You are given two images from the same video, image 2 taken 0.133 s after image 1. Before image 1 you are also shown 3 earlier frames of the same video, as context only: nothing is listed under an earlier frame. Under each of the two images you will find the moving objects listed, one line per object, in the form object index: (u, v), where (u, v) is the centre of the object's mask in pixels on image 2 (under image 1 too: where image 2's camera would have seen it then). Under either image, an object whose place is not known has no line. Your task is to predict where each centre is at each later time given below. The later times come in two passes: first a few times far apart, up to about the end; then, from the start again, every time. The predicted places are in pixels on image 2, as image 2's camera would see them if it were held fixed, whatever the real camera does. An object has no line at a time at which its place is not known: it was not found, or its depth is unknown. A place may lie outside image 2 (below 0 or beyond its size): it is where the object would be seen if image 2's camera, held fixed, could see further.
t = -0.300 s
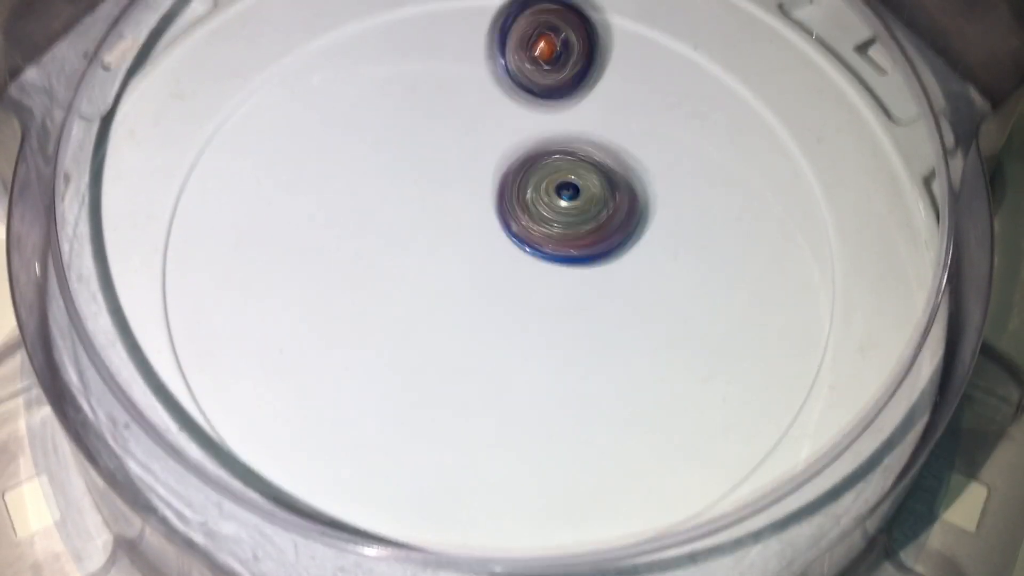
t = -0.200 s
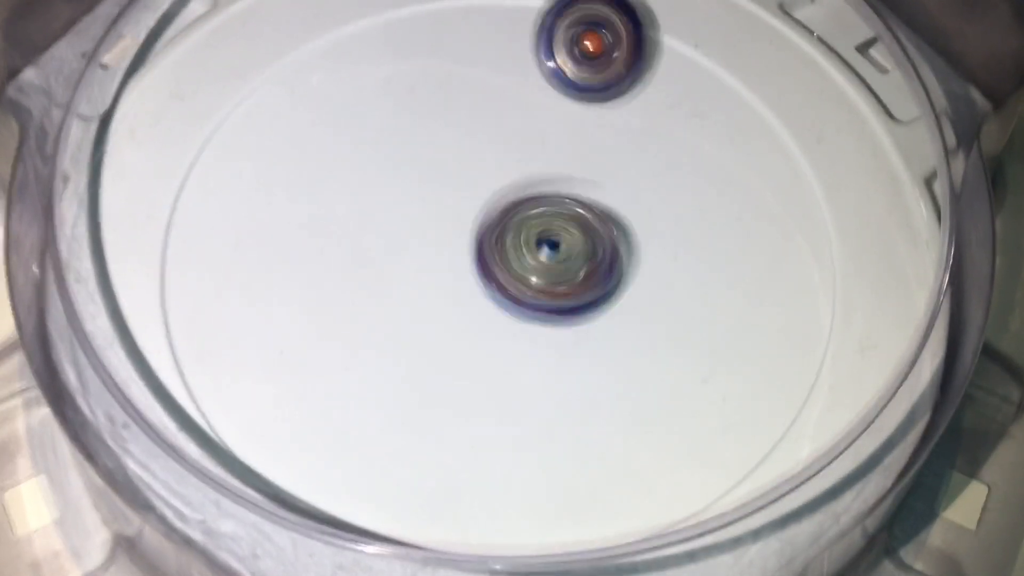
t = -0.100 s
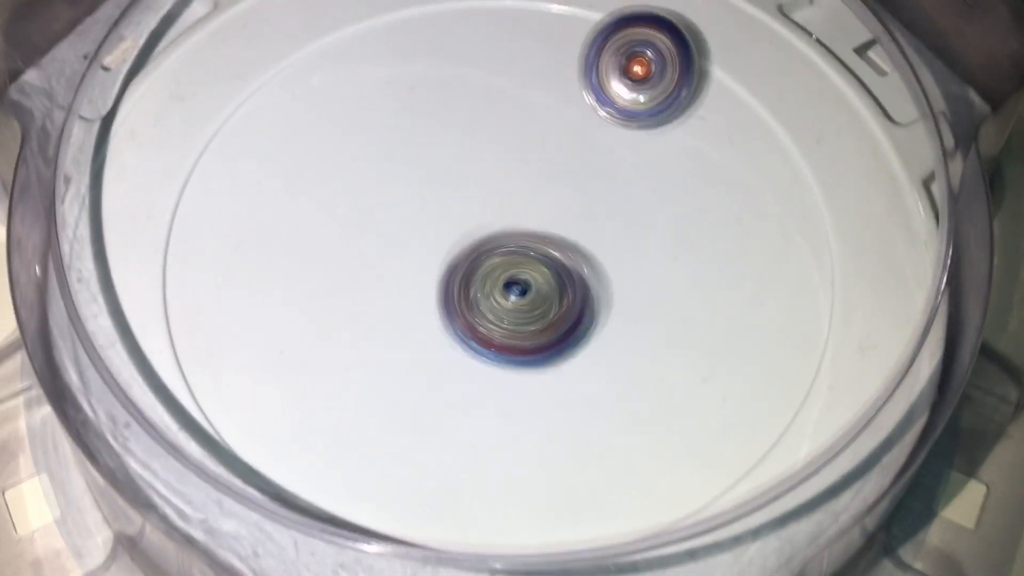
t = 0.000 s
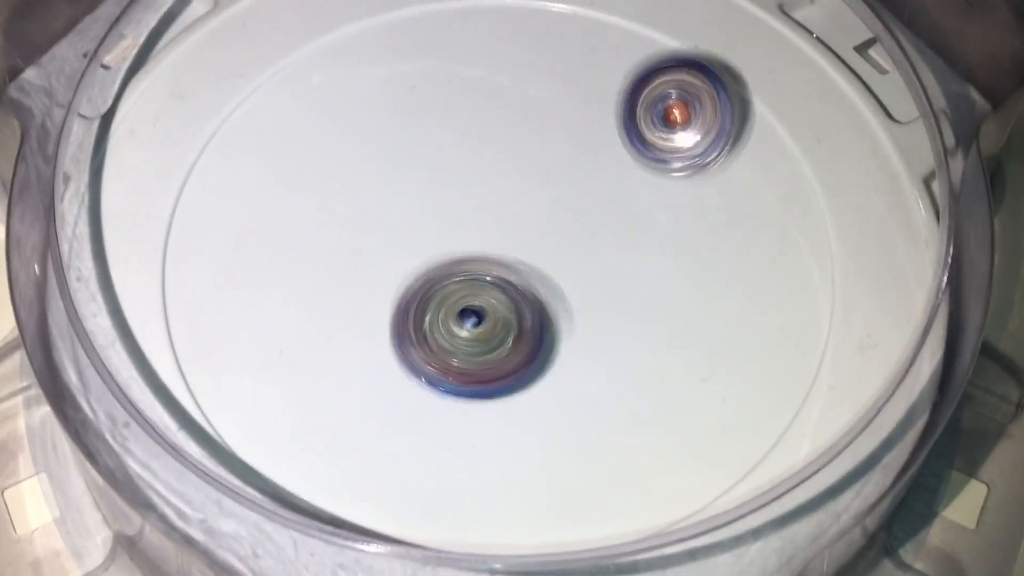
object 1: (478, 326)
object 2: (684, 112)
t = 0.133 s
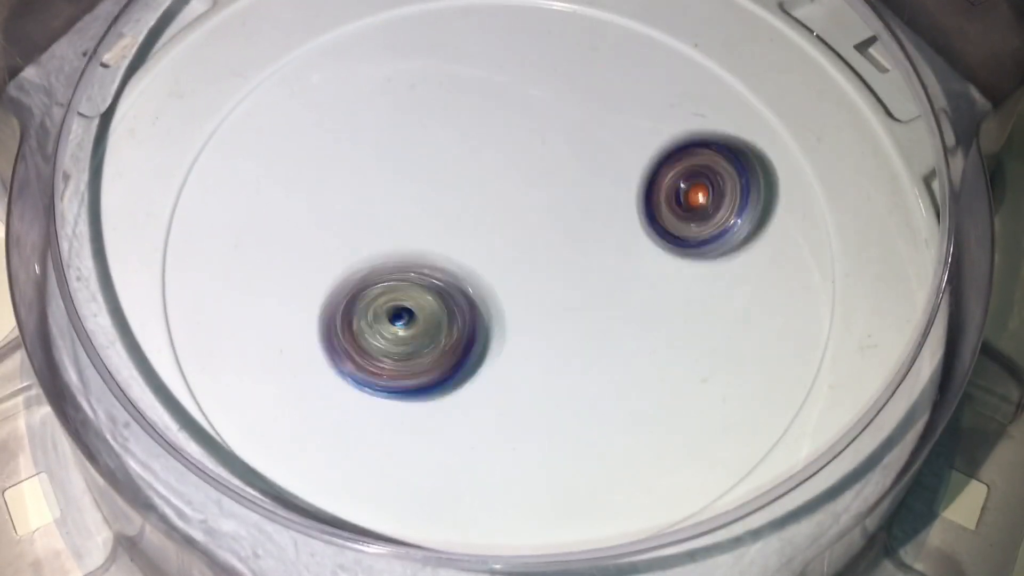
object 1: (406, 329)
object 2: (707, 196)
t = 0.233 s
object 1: (384, 291)
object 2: (700, 266)
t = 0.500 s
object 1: (490, 206)
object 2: (578, 406)
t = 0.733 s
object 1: (615, 210)
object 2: (430, 419)
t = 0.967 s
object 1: (613, 286)
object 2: (334, 311)
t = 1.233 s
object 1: (465, 258)
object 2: (351, 171)
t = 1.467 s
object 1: (452, 226)
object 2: (424, 85)
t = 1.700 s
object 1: (506, 231)
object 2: (541, 103)
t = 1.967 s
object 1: (523, 280)
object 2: (633, 216)
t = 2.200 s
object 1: (474, 269)
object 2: (618, 330)
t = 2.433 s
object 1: (481, 200)
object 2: (490, 397)
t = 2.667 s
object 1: (553, 214)
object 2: (348, 328)
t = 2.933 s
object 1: (509, 276)
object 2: (348, 183)
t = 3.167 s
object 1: (447, 237)
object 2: (472, 115)
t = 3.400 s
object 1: (497, 200)
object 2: (610, 149)
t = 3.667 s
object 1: (493, 259)
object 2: (636, 280)
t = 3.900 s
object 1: (433, 263)
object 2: (503, 364)
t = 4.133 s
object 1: (476, 218)
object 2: (366, 306)
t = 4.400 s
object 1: (560, 245)
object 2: (387, 177)
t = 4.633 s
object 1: (541, 290)
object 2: (516, 140)
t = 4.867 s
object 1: (481, 248)
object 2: (627, 193)
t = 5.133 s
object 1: (501, 181)
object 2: (611, 308)
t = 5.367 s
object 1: (543, 209)
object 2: (473, 340)
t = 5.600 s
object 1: (513, 261)
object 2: (380, 278)
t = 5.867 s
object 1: (573, 273)
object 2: (447, 200)
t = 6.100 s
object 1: (609, 304)
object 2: (517, 186)
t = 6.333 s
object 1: (596, 337)
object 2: (506, 215)
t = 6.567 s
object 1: (544, 320)
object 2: (427, 208)
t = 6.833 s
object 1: (482, 272)
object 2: (414, 170)
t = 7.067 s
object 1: (481, 315)
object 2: (465, 181)
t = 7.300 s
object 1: (494, 336)
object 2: (482, 206)
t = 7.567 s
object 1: (536, 326)
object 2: (473, 157)
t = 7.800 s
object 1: (538, 288)
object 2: (513, 132)
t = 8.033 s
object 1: (481, 294)
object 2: (544, 171)
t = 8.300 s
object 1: (463, 331)
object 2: (482, 207)
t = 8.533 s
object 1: (533, 276)
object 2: (419, 172)
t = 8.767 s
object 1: (528, 219)
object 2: (431, 141)
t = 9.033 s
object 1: (559, 261)
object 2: (441, 156)
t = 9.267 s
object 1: (565, 236)
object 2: (412, 182)
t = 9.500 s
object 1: (547, 271)
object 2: (415, 196)
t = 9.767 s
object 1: (523, 293)
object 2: (423, 207)
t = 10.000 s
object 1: (562, 285)
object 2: (431, 188)
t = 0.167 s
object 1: (394, 320)
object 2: (708, 218)
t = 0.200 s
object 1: (387, 306)
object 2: (705, 242)
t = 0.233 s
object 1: (384, 291)
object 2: (700, 266)
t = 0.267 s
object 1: (386, 276)
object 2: (691, 287)
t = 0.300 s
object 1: (394, 260)
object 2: (681, 309)
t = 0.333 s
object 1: (407, 247)
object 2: (667, 330)
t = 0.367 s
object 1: (419, 236)
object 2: (650, 350)
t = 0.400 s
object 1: (436, 226)
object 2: (633, 366)
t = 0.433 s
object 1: (456, 217)
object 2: (609, 380)
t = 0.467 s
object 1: (473, 211)
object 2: (591, 393)
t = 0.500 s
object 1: (490, 206)
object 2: (578, 406)
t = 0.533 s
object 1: (511, 202)
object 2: (559, 417)
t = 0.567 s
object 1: (528, 200)
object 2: (537, 426)
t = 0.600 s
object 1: (545, 198)
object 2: (515, 430)
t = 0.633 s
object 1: (566, 199)
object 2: (493, 432)
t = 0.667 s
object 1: (584, 200)
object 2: (472, 431)
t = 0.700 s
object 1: (598, 204)
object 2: (450, 426)
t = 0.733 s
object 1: (615, 210)
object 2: (430, 419)
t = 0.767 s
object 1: (628, 218)
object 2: (410, 409)
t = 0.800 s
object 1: (637, 227)
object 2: (391, 397)
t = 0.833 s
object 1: (645, 239)
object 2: (374, 383)
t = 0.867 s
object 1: (647, 253)
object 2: (360, 367)
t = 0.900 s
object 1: (640, 268)
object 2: (348, 351)
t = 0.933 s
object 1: (628, 278)
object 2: (341, 330)
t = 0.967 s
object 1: (613, 286)
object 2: (334, 311)
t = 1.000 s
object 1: (594, 291)
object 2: (330, 292)
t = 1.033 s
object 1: (574, 292)
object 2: (327, 271)
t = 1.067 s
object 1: (553, 292)
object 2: (326, 252)
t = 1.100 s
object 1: (535, 288)
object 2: (326, 233)
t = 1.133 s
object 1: (514, 282)
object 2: (331, 215)
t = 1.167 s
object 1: (497, 275)
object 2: (337, 199)
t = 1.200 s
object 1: (481, 267)
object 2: (344, 184)
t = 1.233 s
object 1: (465, 258)
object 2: (351, 171)
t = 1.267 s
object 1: (452, 248)
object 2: (361, 159)
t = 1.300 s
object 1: (448, 245)
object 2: (367, 140)
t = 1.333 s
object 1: (443, 243)
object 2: (376, 123)
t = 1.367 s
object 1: (444, 236)
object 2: (385, 109)
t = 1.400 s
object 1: (444, 235)
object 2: (396, 99)
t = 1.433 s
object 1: (445, 229)
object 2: (409, 91)
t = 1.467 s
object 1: (452, 226)
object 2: (424, 85)
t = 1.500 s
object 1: (456, 224)
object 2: (441, 80)
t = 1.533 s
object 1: (463, 219)
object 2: (458, 77)
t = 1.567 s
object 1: (473, 220)
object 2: (474, 78)
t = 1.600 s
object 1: (479, 221)
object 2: (491, 81)
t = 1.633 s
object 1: (489, 223)
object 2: (508, 87)
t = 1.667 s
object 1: (496, 228)
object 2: (524, 94)
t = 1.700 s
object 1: (506, 231)
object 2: (541, 103)
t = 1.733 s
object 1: (515, 238)
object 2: (557, 114)
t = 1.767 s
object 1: (521, 247)
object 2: (573, 125)
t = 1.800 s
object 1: (525, 255)
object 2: (586, 138)
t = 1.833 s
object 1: (525, 261)
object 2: (599, 154)
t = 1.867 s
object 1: (528, 266)
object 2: (612, 169)
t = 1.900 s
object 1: (525, 271)
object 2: (621, 184)
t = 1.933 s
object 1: (524, 277)
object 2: (626, 199)
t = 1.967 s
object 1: (523, 280)
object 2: (633, 216)
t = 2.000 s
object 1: (519, 282)
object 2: (635, 234)
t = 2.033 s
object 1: (515, 285)
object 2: (637, 252)
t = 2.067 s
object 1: (510, 284)
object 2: (631, 270)
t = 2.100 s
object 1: (504, 285)
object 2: (632, 286)
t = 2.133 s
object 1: (494, 281)
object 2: (631, 301)
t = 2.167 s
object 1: (484, 277)
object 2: (627, 313)
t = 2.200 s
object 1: (474, 269)
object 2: (618, 330)
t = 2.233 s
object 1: (466, 260)
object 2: (608, 347)
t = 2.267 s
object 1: (463, 249)
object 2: (594, 361)
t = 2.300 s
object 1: (461, 238)
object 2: (576, 372)
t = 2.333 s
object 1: (463, 225)
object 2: (557, 382)
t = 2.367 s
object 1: (466, 217)
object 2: (535, 389)
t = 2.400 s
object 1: (474, 207)
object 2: (512, 395)
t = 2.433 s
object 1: (481, 200)
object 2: (490, 397)
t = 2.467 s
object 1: (493, 195)
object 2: (466, 395)
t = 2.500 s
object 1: (501, 192)
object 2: (442, 389)
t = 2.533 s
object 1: (516, 191)
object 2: (420, 382)
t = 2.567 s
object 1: (524, 193)
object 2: (400, 372)
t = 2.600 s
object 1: (538, 198)
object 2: (380, 361)
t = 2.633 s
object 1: (543, 205)
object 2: (363, 346)
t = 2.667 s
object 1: (553, 214)
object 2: (348, 328)
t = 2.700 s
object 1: (553, 222)
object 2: (337, 311)
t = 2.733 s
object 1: (556, 233)
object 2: (329, 292)
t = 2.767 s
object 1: (552, 241)
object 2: (324, 273)
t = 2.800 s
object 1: (549, 252)
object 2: (324, 255)
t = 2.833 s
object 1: (541, 260)
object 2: (326, 234)
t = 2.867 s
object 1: (533, 268)
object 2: (332, 215)
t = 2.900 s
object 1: (522, 271)
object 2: (340, 198)
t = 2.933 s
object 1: (509, 276)
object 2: (348, 183)
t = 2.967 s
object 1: (496, 276)
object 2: (363, 167)
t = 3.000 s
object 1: (483, 275)
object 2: (376, 154)
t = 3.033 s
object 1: (471, 270)
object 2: (394, 143)
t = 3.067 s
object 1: (460, 263)
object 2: (411, 134)
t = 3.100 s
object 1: (453, 255)
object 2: (431, 125)
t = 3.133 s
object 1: (448, 246)
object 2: (450, 118)
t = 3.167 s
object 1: (447, 237)
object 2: (472, 115)
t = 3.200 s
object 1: (447, 228)
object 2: (492, 112)
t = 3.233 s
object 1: (452, 220)
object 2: (514, 114)
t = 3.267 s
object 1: (457, 213)
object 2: (535, 114)
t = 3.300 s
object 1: (466, 208)
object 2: (555, 121)
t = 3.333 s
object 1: (474, 202)
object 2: (575, 128)
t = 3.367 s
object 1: (484, 202)
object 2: (592, 140)
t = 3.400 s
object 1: (497, 200)
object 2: (610, 149)
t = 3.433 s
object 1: (507, 202)
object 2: (624, 161)
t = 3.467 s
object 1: (517, 208)
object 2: (635, 174)
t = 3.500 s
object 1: (520, 215)
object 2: (644, 188)
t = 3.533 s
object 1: (519, 226)
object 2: (652, 204)
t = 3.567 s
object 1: (517, 233)
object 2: (651, 222)
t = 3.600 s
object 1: (509, 245)
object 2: (651, 242)
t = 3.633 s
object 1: (503, 253)
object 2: (643, 263)
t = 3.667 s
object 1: (493, 259)
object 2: (636, 280)
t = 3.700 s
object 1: (483, 268)
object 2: (624, 299)
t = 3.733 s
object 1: (474, 271)
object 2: (611, 315)
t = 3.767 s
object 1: (462, 273)
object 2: (593, 330)
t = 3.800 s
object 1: (453, 274)
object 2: (573, 343)
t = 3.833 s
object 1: (444, 271)
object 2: (552, 353)
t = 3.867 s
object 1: (436, 267)
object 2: (527, 359)
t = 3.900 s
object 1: (433, 263)
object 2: (503, 364)
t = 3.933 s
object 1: (432, 254)
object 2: (479, 364)
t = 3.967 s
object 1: (431, 246)
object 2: (454, 362)
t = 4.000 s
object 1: (435, 240)
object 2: (432, 355)
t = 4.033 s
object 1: (443, 232)
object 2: (412, 346)
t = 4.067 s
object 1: (449, 225)
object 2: (394, 335)
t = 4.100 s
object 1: (461, 221)
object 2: (379, 321)
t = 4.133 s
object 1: (476, 218)
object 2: (366, 306)
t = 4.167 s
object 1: (485, 216)
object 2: (357, 289)
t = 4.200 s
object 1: (498, 216)
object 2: (352, 271)
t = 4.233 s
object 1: (513, 218)
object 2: (350, 254)
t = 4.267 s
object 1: (523, 220)
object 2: (352, 237)
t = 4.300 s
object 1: (534, 225)
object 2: (357, 220)
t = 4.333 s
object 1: (547, 231)
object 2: (365, 204)
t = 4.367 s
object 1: (555, 236)
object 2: (374, 190)
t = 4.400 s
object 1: (560, 245)
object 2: (387, 177)
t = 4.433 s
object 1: (568, 254)
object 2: (403, 166)
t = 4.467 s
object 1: (569, 261)
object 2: (419, 157)
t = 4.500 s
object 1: (567, 270)
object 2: (436, 150)
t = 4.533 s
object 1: (564, 279)
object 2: (456, 145)
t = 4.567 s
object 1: (560, 282)
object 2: (475, 140)
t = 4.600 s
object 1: (551, 288)
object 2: (496, 138)
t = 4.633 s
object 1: (541, 290)
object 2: (516, 140)
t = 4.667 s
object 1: (531, 289)
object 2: (534, 141)
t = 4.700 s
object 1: (519, 286)
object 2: (554, 146)
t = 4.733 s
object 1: (510, 281)
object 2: (572, 154)
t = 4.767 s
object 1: (499, 275)
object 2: (588, 161)
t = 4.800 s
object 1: (491, 267)
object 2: (603, 171)
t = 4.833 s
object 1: (485, 256)
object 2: (616, 182)
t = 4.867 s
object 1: (481, 248)
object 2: (627, 193)
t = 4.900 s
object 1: (476, 238)
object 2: (635, 205)
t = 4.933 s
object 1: (477, 226)
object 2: (641, 221)
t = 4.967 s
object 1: (477, 216)
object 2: (643, 234)
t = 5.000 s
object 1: (477, 207)
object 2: (643, 250)
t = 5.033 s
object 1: (482, 198)
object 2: (640, 266)
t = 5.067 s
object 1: (489, 190)
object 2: (632, 281)
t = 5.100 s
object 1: (494, 184)
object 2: (623, 295)
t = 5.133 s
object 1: (501, 181)
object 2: (611, 308)
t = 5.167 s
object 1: (511, 180)
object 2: (595, 320)
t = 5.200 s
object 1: (522, 179)
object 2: (576, 328)
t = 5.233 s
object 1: (527, 182)
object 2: (557, 335)
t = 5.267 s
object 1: (531, 188)
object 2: (532, 341)
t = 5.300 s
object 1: (537, 196)
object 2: (514, 344)
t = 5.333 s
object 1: (544, 202)
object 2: (495, 341)
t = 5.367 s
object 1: (543, 209)
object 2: (473, 340)
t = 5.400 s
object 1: (540, 221)
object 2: (454, 335)
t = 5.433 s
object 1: (536, 231)
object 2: (437, 328)
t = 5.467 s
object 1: (536, 238)
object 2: (423, 319)
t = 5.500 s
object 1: (528, 246)
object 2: (411, 308)
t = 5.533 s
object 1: (518, 255)
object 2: (398, 294)
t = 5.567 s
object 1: (511, 261)
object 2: (391, 284)
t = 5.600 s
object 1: (513, 261)
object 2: (380, 278)
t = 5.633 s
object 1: (521, 260)
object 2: (374, 266)
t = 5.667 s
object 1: (530, 260)
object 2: (376, 258)
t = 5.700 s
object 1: (537, 259)
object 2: (384, 243)
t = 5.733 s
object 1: (544, 262)
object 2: (397, 234)
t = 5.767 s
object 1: (549, 262)
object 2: (411, 224)
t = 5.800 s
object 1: (556, 266)
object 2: (425, 218)
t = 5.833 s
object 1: (560, 268)
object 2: (440, 212)
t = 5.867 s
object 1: (573, 273)
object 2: (447, 200)
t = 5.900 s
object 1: (582, 276)
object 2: (455, 192)
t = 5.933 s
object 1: (591, 279)
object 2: (467, 186)
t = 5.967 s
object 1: (596, 283)
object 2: (480, 186)
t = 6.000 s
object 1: (600, 286)
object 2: (495, 188)
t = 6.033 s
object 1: (601, 290)
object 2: (508, 191)
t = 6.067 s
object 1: (600, 291)
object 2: (519, 194)
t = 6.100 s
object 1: (609, 304)
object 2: (517, 186)
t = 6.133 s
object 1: (615, 312)
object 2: (513, 179)
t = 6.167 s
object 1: (616, 318)
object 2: (512, 179)
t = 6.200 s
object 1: (619, 326)
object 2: (514, 183)
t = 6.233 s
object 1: (618, 333)
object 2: (515, 190)
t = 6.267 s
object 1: (613, 337)
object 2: (513, 198)
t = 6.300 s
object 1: (606, 339)
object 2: (510, 207)
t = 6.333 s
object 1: (596, 337)
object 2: (506, 215)
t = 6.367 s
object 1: (585, 334)
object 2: (500, 226)
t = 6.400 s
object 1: (574, 328)
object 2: (491, 231)
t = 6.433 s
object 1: (572, 329)
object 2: (477, 227)
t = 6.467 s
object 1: (567, 330)
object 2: (459, 222)
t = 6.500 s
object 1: (559, 328)
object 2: (447, 218)
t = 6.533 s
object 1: (552, 325)
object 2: (437, 213)
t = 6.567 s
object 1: (544, 320)
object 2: (427, 208)
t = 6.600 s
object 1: (535, 313)
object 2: (416, 200)
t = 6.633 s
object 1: (526, 307)
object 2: (410, 194)
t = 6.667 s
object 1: (519, 301)
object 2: (408, 187)
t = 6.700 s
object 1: (511, 293)
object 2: (407, 183)
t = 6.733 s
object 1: (503, 287)
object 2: (409, 180)
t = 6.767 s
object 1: (495, 281)
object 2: (411, 177)
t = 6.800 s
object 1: (488, 277)
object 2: (412, 173)
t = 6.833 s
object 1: (482, 272)
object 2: (414, 170)
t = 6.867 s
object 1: (477, 275)
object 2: (418, 168)
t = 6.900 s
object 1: (476, 280)
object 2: (424, 161)
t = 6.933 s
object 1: (474, 285)
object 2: (431, 156)
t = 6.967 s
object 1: (477, 290)
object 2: (440, 159)
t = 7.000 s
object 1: (478, 299)
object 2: (447, 163)
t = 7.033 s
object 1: (480, 308)
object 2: (458, 170)
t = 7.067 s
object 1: (481, 315)
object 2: (465, 181)
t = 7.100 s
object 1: (481, 322)
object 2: (472, 190)
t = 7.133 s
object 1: (479, 324)
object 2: (477, 200)
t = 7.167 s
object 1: (480, 327)
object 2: (481, 208)
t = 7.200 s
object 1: (484, 335)
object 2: (485, 204)
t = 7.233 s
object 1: (489, 335)
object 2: (486, 202)
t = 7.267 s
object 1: (492, 336)
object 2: (488, 204)
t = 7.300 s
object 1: (494, 336)
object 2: (482, 206)
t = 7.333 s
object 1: (497, 333)
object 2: (480, 209)
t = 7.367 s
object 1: (500, 328)
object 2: (477, 207)
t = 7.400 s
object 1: (505, 324)
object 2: (479, 208)
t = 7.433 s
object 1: (511, 320)
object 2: (481, 206)
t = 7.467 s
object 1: (524, 325)
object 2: (475, 190)
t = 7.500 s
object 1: (530, 328)
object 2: (471, 173)
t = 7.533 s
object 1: (531, 327)
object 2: (472, 164)
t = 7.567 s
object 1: (536, 326)
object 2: (473, 157)
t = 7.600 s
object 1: (542, 323)
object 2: (473, 152)
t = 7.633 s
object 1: (546, 320)
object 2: (475, 145)
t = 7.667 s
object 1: (547, 312)
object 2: (479, 139)
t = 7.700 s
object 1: (548, 303)
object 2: (485, 134)
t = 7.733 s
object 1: (547, 295)
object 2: (495, 131)
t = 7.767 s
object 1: (544, 290)
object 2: (503, 131)
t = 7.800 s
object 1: (538, 288)
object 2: (513, 132)
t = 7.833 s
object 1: (531, 284)
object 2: (521, 136)
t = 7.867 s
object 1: (526, 282)
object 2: (528, 142)
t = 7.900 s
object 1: (520, 280)
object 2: (536, 148)
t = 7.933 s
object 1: (512, 278)
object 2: (539, 155)
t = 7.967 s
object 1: (503, 278)
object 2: (541, 163)
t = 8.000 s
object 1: (498, 284)
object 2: (541, 170)
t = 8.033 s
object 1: (481, 294)
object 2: (544, 171)
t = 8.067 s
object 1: (467, 301)
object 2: (544, 177)
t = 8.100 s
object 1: (456, 312)
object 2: (540, 184)
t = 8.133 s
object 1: (448, 317)
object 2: (532, 188)
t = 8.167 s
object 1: (446, 322)
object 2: (525, 193)
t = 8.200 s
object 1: (447, 328)
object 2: (514, 198)
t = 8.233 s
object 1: (450, 329)
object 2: (503, 203)
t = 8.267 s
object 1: (454, 330)
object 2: (492, 206)
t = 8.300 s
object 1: (463, 331)
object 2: (482, 207)
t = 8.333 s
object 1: (467, 327)
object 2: (473, 207)
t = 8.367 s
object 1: (476, 320)
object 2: (462, 204)
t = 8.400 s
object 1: (488, 314)
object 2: (451, 201)
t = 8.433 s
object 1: (493, 306)
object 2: (443, 199)
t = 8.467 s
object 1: (504, 295)
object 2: (434, 193)
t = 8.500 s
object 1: (522, 290)
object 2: (424, 182)
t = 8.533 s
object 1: (533, 276)
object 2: (419, 172)
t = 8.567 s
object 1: (543, 267)
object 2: (418, 165)
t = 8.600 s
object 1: (543, 254)
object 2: (420, 161)
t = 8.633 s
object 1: (545, 241)
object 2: (421, 157)
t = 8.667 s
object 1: (540, 232)
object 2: (423, 155)
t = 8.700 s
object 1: (535, 224)
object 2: (428, 152)
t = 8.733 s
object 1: (531, 222)
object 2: (427, 147)
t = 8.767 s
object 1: (528, 219)
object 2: (431, 141)
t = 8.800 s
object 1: (531, 224)
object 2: (436, 137)
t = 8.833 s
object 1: (530, 230)
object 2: (443, 140)
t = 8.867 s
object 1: (535, 240)
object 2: (448, 136)
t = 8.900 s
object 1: (537, 247)
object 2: (452, 135)
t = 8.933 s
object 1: (545, 255)
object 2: (453, 140)
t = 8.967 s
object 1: (551, 260)
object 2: (451, 146)
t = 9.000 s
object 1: (555, 263)
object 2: (440, 152)
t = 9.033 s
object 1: (559, 261)
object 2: (441, 156)
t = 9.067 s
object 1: (558, 258)
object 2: (441, 161)
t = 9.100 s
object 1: (564, 249)
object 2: (439, 164)
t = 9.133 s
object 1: (565, 244)
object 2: (434, 169)
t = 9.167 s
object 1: (571, 240)
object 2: (430, 175)
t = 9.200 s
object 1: (570, 236)
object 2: (427, 178)
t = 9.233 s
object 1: (570, 236)
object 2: (418, 180)
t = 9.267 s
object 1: (565, 236)
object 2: (412, 182)
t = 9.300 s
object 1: (563, 240)
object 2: (410, 182)
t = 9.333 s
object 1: (560, 243)
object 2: (407, 182)
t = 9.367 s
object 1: (560, 252)
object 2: (408, 184)
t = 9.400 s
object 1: (557, 258)
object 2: (415, 187)
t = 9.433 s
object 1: (553, 265)
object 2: (415, 191)
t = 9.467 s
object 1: (551, 268)
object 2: (413, 195)
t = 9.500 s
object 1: (547, 271)
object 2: (415, 196)
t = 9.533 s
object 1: (548, 273)
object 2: (419, 196)
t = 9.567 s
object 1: (537, 274)
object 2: (422, 199)
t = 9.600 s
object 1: (543, 278)
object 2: (423, 205)
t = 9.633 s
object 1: (540, 280)
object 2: (422, 204)
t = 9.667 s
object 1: (534, 287)
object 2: (421, 207)
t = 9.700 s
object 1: (527, 289)
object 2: (425, 210)
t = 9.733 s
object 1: (522, 292)
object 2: (423, 207)
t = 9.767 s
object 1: (523, 293)
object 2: (423, 207)
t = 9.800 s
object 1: (523, 292)
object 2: (427, 206)
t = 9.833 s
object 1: (534, 301)
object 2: (416, 195)
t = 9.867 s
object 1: (550, 302)
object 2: (416, 192)
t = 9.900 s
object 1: (550, 301)
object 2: (419, 185)
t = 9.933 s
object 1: (555, 299)
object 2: (422, 185)
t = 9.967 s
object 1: (562, 292)
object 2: (427, 186)
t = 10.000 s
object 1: (562, 285)
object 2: (431, 188)
